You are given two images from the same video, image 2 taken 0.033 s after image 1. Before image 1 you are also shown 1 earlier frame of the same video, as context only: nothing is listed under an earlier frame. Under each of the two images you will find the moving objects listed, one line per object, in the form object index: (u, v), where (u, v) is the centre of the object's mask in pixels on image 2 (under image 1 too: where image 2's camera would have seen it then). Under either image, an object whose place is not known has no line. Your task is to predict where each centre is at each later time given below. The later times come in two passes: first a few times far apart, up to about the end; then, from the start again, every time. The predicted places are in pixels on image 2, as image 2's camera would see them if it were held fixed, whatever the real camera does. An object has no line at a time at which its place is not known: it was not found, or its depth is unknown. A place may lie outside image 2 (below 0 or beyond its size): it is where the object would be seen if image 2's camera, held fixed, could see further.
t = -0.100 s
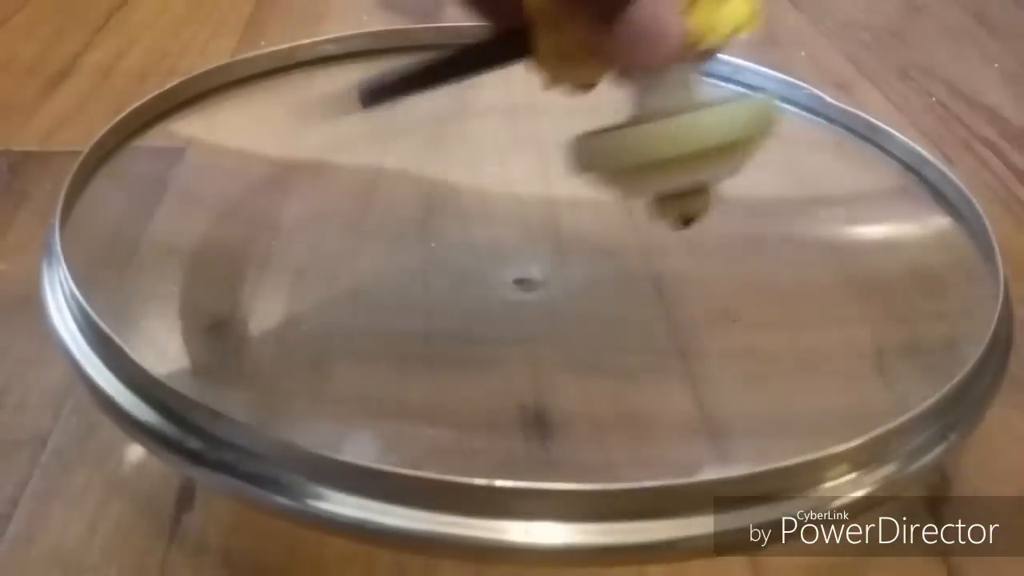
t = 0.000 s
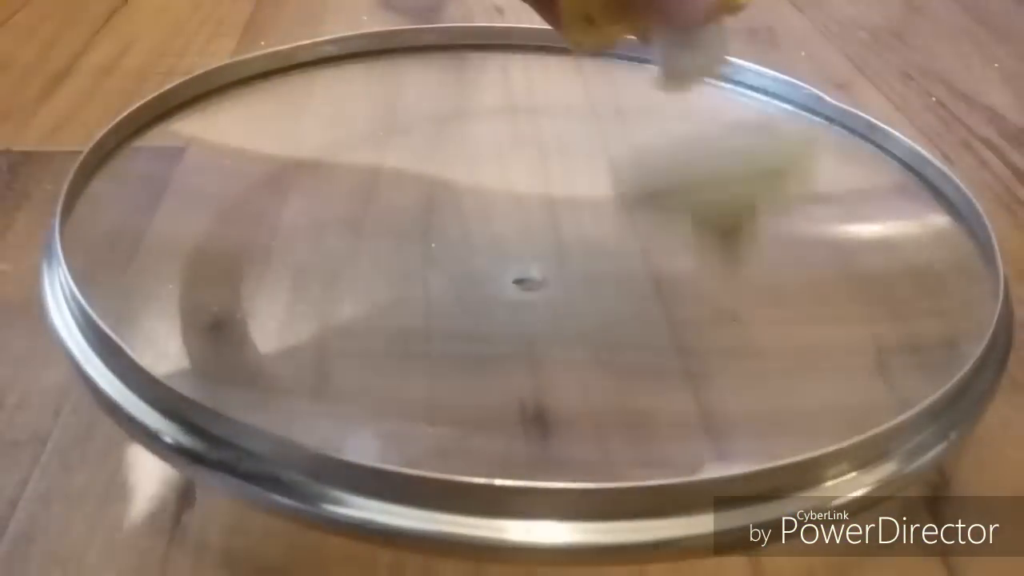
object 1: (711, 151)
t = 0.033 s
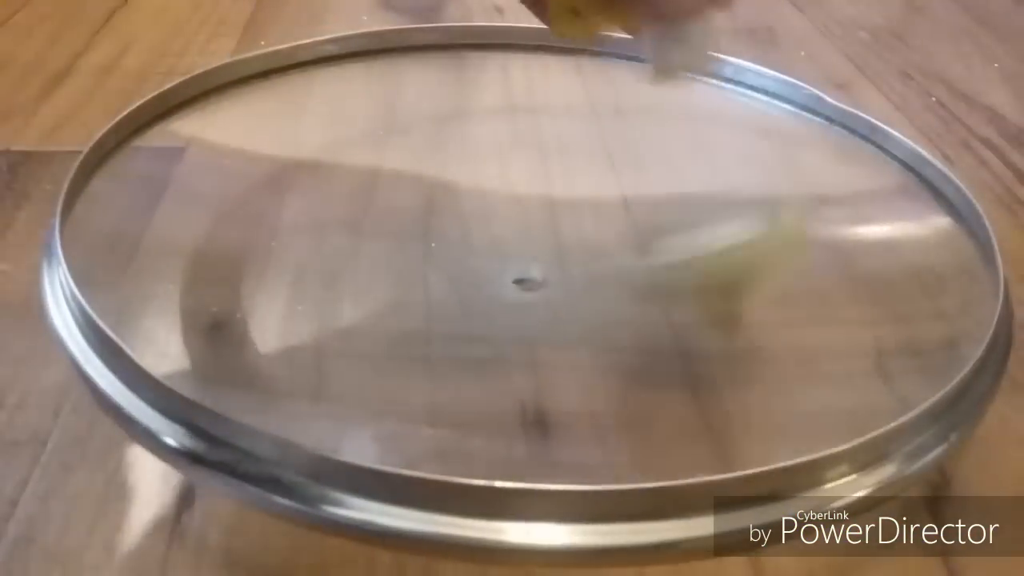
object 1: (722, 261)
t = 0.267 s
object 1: (610, 183)
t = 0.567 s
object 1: (461, 149)
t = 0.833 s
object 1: (506, 229)
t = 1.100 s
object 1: (560, 238)
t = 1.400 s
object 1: (489, 96)
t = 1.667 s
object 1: (502, 112)
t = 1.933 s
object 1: (485, 221)
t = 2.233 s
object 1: (408, 243)
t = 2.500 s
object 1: (384, 194)
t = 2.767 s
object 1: (400, 203)
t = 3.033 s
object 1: (390, 250)
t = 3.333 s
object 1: (346, 247)
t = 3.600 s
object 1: (513, 240)
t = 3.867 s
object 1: (675, 298)
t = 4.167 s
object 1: (437, 252)
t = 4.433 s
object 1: (648, 121)
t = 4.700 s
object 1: (855, 249)
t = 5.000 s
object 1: (307, 230)
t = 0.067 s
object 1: (721, 226)
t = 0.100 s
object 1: (709, 223)
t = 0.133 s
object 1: (691, 234)
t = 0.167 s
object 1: (671, 219)
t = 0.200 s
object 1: (651, 207)
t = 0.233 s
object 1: (631, 194)
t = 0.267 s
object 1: (610, 183)
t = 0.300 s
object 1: (593, 167)
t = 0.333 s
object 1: (571, 153)
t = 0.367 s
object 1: (555, 146)
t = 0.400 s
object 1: (535, 104)
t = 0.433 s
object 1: (523, 79)
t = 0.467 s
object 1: (506, 84)
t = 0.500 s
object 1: (483, 122)
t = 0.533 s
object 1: (471, 142)
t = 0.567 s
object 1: (461, 149)
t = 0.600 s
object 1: (453, 161)
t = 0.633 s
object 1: (449, 168)
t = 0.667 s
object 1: (447, 176)
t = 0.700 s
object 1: (459, 131)
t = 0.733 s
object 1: (479, 94)
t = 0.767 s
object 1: (489, 95)
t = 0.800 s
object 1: (495, 143)
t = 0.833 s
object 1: (506, 229)
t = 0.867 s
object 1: (522, 235)
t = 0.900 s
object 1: (543, 209)
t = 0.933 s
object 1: (558, 219)
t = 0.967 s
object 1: (568, 268)
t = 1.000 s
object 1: (571, 268)
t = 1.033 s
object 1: (570, 265)
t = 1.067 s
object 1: (567, 256)
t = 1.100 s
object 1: (560, 238)
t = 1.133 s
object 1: (552, 224)
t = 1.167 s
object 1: (543, 208)
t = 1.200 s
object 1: (532, 193)
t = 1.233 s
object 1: (522, 172)
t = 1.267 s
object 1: (512, 154)
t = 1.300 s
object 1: (505, 140)
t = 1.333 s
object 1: (498, 124)
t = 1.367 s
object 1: (493, 108)
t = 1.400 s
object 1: (489, 96)
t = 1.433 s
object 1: (488, 88)
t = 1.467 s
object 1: (488, 83)
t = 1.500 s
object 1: (488, 80)
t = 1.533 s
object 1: (490, 81)
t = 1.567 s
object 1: (493, 86)
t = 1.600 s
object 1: (496, 92)
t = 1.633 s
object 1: (499, 101)
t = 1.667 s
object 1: (502, 112)
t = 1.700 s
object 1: (505, 126)
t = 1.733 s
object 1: (507, 140)
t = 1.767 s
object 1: (508, 154)
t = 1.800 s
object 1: (505, 168)
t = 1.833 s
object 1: (502, 181)
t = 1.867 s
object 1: (497, 194)
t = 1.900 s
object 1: (492, 209)
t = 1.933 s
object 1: (485, 221)
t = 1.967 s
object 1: (477, 231)
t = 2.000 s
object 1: (470, 237)
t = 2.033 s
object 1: (462, 244)
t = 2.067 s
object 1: (453, 249)
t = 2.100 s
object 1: (444, 252)
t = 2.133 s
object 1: (433, 254)
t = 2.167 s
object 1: (425, 252)
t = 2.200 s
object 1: (416, 248)
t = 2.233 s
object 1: (408, 243)
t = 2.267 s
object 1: (400, 239)
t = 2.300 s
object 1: (395, 232)
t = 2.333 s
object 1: (391, 224)
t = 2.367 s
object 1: (388, 218)
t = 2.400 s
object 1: (385, 210)
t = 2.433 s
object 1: (382, 203)
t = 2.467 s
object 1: (383, 198)
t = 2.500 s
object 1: (384, 194)
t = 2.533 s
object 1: (386, 191)
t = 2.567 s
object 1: (387, 189)
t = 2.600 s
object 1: (389, 188)
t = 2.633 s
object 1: (393, 189)
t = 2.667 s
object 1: (395, 191)
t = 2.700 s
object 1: (397, 194)
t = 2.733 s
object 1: (399, 198)
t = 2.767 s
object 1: (400, 203)
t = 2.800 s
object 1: (401, 209)
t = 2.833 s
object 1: (400, 215)
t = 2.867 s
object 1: (399, 222)
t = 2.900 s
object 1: (398, 228)
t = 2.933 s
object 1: (397, 235)
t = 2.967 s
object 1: (395, 240)
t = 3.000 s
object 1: (394, 245)
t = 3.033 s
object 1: (390, 250)
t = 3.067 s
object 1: (387, 252)
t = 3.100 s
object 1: (382, 256)
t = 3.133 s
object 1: (376, 257)
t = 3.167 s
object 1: (372, 257)
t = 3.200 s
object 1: (366, 257)
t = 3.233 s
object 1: (362, 256)
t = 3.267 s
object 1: (356, 254)
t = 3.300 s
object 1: (350, 251)
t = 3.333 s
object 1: (346, 247)
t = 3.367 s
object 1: (347, 242)
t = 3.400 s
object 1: (357, 238)
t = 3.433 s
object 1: (369, 235)
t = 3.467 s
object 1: (393, 233)
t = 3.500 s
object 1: (418, 233)
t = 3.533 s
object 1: (450, 235)
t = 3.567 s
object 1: (480, 237)
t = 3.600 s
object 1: (513, 240)
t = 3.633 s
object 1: (542, 244)
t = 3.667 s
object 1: (573, 250)
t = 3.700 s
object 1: (602, 256)
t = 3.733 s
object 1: (627, 262)
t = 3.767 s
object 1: (650, 271)
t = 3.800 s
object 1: (665, 279)
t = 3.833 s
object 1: (674, 289)
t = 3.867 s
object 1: (675, 298)
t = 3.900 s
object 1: (666, 309)
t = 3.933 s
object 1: (650, 318)
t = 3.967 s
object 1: (616, 325)
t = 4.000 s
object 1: (582, 327)
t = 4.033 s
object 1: (536, 324)
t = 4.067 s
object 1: (498, 312)
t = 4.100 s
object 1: (465, 296)
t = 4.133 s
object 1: (445, 274)
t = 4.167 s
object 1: (437, 252)
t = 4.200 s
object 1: (439, 227)
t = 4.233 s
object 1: (450, 204)
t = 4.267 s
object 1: (469, 180)
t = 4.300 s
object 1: (498, 160)
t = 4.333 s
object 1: (527, 147)
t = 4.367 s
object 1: (576, 137)
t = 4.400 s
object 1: (609, 130)
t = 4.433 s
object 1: (648, 121)
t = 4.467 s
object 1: (689, 120)
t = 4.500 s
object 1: (737, 125)
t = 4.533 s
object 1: (774, 134)
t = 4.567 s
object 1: (809, 148)
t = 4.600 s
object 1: (841, 164)
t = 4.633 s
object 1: (861, 182)
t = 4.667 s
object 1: (868, 211)
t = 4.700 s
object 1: (855, 249)
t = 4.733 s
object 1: (834, 271)
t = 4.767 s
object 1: (774, 299)
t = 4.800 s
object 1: (701, 311)
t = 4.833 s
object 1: (630, 321)
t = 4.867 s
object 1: (541, 319)
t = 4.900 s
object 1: (463, 309)
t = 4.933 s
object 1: (404, 285)
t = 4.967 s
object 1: (344, 257)
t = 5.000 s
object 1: (307, 230)
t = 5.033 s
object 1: (217, 199)
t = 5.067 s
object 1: (91, 176)
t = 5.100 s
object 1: (69, 181)
